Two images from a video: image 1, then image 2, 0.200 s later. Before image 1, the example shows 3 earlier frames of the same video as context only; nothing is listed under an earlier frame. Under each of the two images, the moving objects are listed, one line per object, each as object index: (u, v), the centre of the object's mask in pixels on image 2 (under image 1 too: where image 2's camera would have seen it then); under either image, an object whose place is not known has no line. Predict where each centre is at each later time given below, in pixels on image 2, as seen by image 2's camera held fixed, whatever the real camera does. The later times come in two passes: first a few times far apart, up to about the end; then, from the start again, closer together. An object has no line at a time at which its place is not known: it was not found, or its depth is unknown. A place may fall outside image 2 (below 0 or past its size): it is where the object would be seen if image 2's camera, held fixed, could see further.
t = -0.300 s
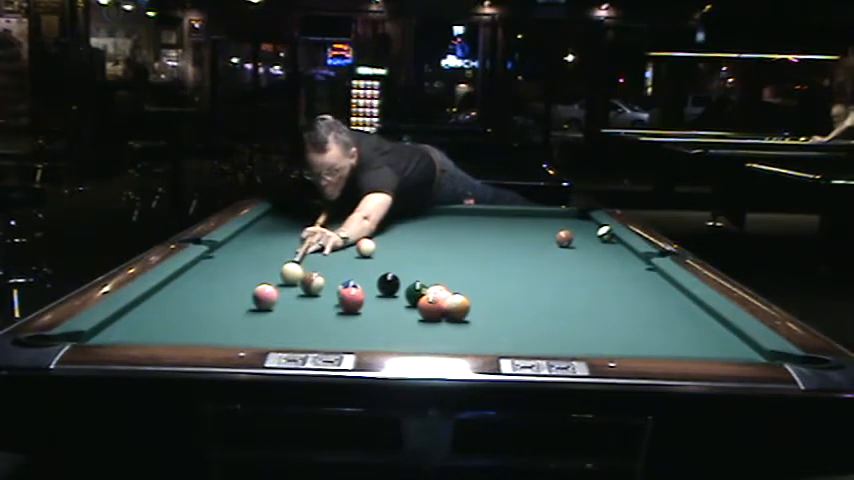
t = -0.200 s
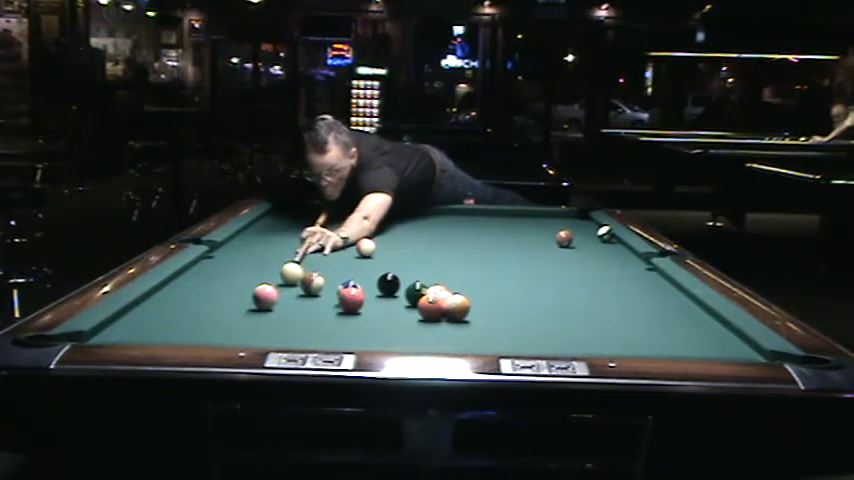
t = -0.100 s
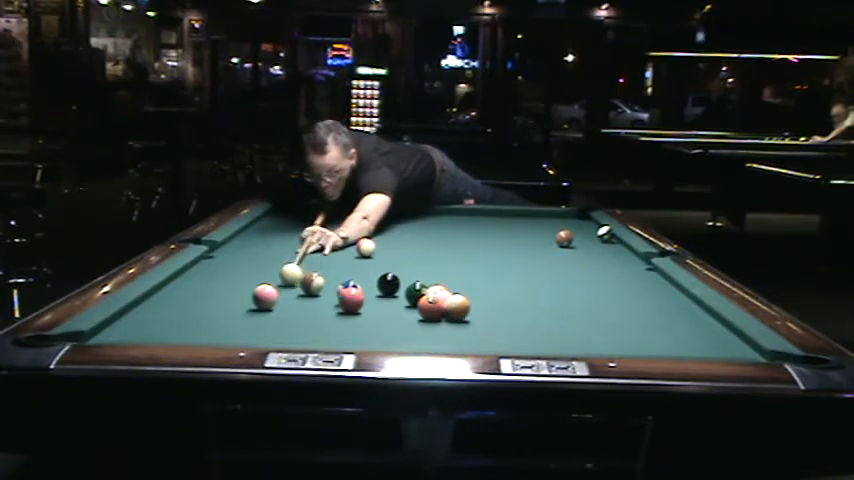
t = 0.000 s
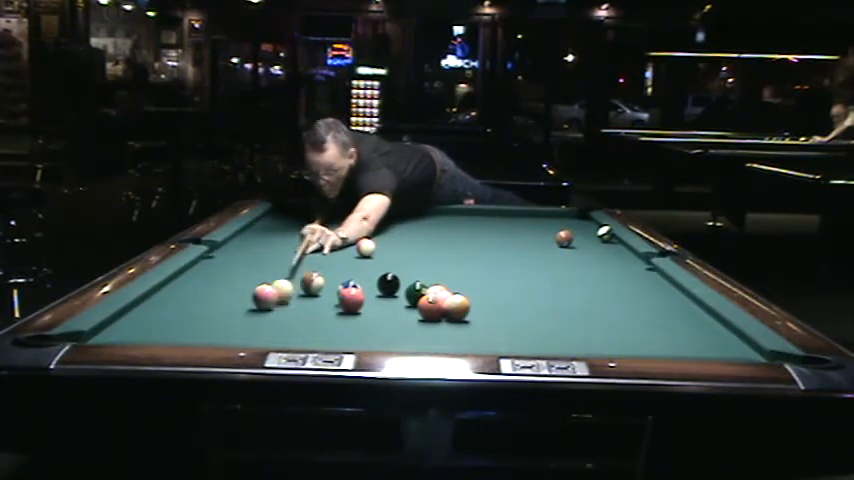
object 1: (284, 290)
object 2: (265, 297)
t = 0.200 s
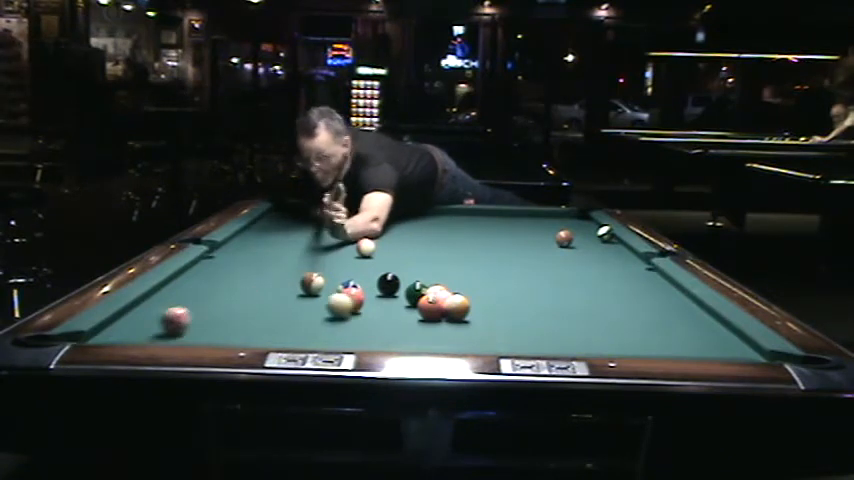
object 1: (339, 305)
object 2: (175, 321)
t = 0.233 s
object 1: (348, 308)
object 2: (160, 325)
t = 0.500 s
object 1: (430, 333)
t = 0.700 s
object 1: (498, 344)
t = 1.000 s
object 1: (560, 337)
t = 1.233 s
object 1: (602, 330)
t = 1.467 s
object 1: (640, 322)
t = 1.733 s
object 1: (679, 315)
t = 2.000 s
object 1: (687, 307)
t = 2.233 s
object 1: (659, 302)
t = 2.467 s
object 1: (636, 296)
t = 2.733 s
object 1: (611, 291)
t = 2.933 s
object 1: (595, 287)
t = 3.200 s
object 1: (576, 283)
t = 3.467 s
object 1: (559, 280)
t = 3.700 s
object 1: (546, 277)
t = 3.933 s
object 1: (535, 275)
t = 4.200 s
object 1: (524, 272)
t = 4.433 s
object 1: (516, 271)
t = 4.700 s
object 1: (508, 269)
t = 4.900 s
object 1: (504, 268)
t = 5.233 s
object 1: (500, 268)
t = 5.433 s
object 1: (498, 267)
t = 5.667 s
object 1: (497, 267)
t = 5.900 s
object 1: (497, 267)
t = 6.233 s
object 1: (497, 267)
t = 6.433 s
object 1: (497, 267)
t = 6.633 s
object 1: (497, 267)
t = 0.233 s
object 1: (348, 308)
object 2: (160, 325)
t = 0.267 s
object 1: (358, 312)
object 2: (145, 327)
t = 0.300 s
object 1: (367, 314)
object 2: (129, 329)
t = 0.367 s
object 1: (387, 320)
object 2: (99, 334)
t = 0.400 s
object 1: (398, 324)
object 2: (83, 337)
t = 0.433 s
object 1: (408, 327)
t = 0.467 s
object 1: (418, 330)
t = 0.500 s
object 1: (430, 333)
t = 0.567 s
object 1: (453, 337)
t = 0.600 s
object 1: (465, 339)
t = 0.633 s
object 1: (476, 341)
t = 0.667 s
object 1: (488, 344)
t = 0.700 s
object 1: (498, 344)
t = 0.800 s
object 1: (520, 341)
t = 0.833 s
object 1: (527, 341)
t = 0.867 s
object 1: (533, 340)
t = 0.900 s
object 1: (540, 339)
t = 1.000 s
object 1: (560, 337)
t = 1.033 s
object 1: (567, 337)
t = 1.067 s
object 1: (573, 336)
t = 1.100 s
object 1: (579, 334)
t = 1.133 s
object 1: (585, 333)
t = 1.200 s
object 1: (596, 331)
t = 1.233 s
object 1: (602, 330)
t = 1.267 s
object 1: (608, 329)
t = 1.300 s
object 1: (614, 327)
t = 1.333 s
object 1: (619, 327)
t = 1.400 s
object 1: (630, 324)
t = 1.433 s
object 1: (635, 323)
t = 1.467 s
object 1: (640, 322)
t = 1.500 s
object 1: (645, 321)
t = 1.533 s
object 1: (650, 320)
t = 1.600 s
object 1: (660, 318)
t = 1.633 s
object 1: (665, 317)
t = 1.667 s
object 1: (670, 317)
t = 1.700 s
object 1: (674, 316)
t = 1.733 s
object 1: (679, 315)
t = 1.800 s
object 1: (688, 313)
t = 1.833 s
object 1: (692, 312)
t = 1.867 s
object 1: (696, 311)
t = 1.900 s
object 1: (699, 310)
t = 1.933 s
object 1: (695, 310)
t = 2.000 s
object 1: (687, 307)
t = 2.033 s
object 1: (682, 307)
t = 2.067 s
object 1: (679, 306)
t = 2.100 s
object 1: (674, 305)
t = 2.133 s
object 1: (671, 304)
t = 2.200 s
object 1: (663, 302)
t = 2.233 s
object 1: (659, 302)
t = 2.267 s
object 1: (656, 301)
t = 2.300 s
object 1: (652, 300)
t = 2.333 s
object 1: (649, 299)
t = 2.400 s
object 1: (642, 298)
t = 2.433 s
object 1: (639, 297)
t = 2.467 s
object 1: (636, 296)
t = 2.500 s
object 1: (632, 295)
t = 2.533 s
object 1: (630, 294)
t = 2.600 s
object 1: (623, 293)
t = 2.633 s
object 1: (620, 293)
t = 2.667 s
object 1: (618, 292)
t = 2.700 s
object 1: (614, 292)
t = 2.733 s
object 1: (611, 291)
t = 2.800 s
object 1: (606, 290)
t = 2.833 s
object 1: (603, 289)
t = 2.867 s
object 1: (601, 289)
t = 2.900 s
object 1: (598, 288)
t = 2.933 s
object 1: (595, 287)
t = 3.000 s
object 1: (590, 286)
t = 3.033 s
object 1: (587, 286)
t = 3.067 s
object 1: (585, 285)
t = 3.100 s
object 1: (582, 285)
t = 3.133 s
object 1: (580, 284)
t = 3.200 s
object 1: (576, 283)
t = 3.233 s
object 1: (574, 283)
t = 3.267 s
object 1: (571, 282)
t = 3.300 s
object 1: (569, 281)
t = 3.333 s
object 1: (567, 281)
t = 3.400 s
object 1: (563, 280)
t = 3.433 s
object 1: (561, 280)
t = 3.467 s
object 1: (559, 280)
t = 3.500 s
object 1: (557, 279)
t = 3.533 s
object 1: (555, 279)
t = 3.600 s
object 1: (551, 278)
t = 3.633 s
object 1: (549, 278)
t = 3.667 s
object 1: (548, 277)
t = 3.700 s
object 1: (546, 277)
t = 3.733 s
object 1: (544, 277)
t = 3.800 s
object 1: (541, 276)
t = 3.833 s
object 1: (539, 276)
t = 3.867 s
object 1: (538, 275)
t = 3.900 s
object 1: (536, 275)
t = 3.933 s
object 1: (535, 275)
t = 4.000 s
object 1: (532, 274)
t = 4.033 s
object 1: (531, 274)
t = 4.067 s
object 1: (529, 273)
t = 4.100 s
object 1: (528, 273)
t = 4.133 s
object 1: (526, 273)
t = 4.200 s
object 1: (524, 272)
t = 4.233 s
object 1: (522, 272)
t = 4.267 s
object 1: (522, 272)
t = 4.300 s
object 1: (520, 272)
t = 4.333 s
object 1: (519, 272)
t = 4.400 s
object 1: (517, 271)
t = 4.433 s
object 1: (516, 271)
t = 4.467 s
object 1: (515, 271)
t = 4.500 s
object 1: (514, 271)
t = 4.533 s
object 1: (513, 271)
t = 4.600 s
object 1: (511, 270)
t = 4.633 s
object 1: (510, 270)
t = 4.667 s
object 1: (509, 269)
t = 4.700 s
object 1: (508, 269)
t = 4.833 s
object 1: (506, 269)
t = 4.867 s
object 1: (505, 269)
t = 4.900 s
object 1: (504, 268)
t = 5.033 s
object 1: (502, 268)
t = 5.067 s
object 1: (501, 268)
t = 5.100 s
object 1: (501, 268)
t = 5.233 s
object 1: (500, 268)
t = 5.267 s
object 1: (499, 267)
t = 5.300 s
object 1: (499, 267)
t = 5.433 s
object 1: (498, 267)
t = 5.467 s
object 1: (497, 267)
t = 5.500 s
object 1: (497, 267)
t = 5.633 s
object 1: (497, 267)
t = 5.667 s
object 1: (497, 267)
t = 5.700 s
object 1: (497, 267)
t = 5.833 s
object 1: (497, 267)
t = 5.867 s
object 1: (497, 267)
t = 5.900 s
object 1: (497, 267)
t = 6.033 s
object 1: (497, 267)
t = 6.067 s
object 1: (497, 267)
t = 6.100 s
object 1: (497, 267)
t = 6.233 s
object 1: (497, 267)
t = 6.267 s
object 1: (497, 267)
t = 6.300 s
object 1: (497, 267)
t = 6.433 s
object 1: (497, 267)
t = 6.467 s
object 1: (497, 267)
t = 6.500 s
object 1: (497, 267)
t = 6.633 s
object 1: (497, 267)
